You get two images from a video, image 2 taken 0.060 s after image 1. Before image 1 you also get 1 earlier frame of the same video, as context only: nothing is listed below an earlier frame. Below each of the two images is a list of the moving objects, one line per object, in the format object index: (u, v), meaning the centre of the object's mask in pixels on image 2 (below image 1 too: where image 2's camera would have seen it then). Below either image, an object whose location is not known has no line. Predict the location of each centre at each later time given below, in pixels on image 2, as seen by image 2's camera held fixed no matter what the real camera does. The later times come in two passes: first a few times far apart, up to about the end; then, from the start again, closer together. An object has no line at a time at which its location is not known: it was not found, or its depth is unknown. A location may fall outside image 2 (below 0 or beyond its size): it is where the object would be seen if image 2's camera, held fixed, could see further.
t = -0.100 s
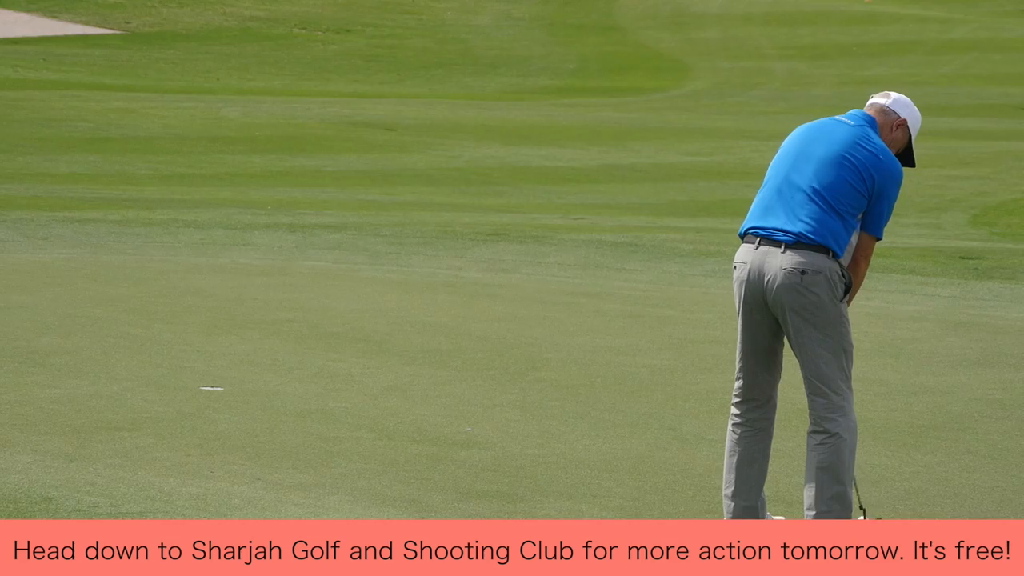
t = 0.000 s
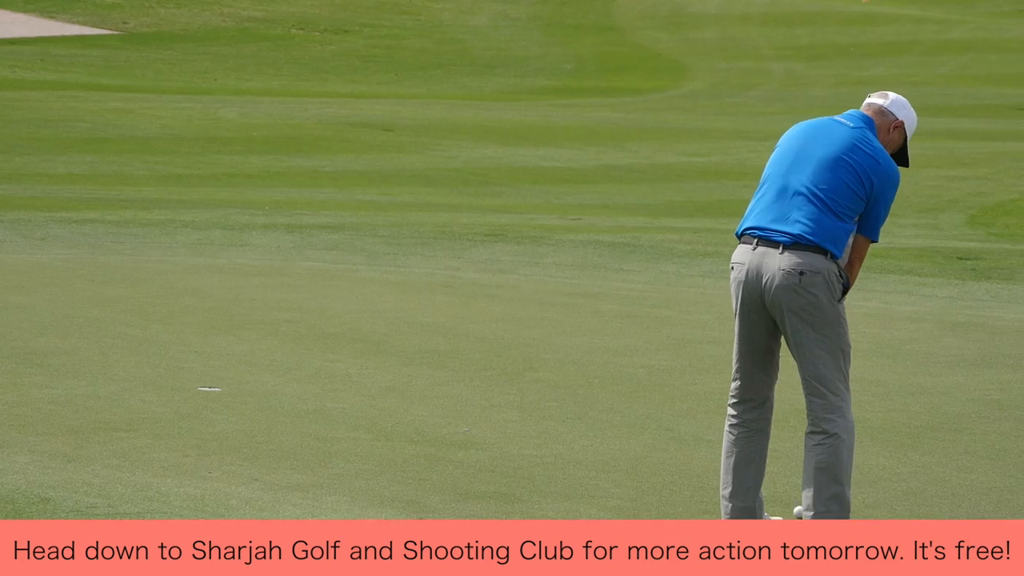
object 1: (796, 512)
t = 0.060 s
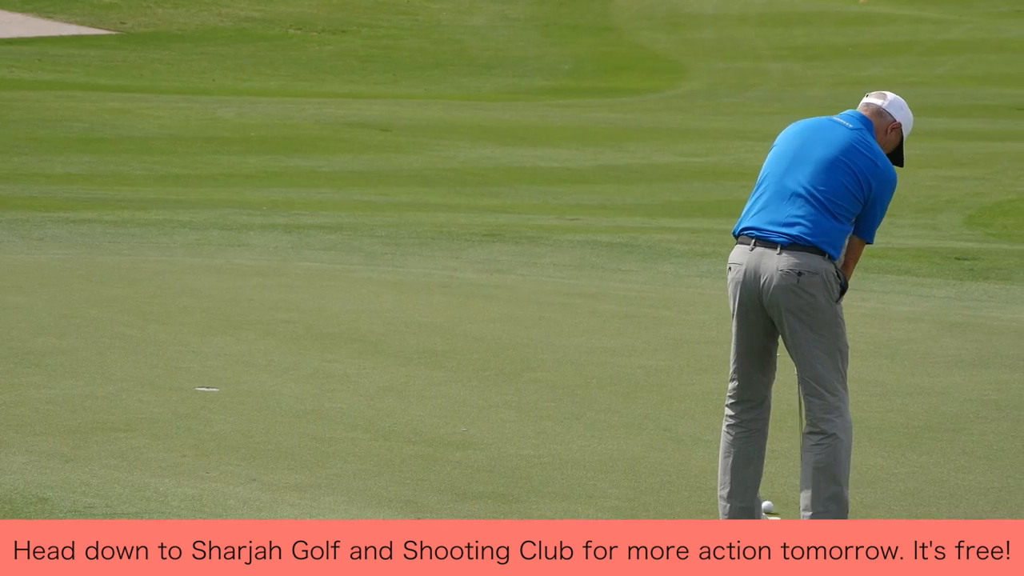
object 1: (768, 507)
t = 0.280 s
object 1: (676, 490)
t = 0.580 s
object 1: (568, 469)
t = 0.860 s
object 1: (485, 453)
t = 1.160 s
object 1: (410, 437)
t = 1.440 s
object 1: (352, 424)
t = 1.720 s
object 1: (306, 413)
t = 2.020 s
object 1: (266, 404)
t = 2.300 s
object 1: (238, 396)
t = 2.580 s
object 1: (217, 390)
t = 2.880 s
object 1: (201, 385)
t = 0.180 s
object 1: (713, 498)
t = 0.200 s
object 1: (707, 496)
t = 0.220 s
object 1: (699, 495)
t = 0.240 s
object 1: (691, 493)
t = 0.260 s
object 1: (683, 492)
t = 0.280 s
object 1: (676, 490)
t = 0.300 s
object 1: (668, 489)
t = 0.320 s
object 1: (660, 487)
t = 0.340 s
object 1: (652, 485)
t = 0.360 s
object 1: (645, 484)
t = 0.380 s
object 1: (638, 483)
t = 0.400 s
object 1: (630, 482)
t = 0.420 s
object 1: (623, 480)
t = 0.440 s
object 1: (616, 479)
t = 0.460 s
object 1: (609, 478)
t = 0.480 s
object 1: (602, 476)
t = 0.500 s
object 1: (596, 474)
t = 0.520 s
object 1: (588, 474)
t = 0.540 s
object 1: (581, 472)
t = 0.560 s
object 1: (575, 471)
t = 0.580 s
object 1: (568, 469)
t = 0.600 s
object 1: (562, 468)
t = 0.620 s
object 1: (555, 467)
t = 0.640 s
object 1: (549, 465)
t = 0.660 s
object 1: (543, 464)
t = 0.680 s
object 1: (537, 463)
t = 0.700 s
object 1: (531, 462)
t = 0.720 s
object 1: (525, 460)
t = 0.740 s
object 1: (519, 459)
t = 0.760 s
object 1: (513, 458)
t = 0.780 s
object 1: (507, 457)
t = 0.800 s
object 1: (502, 456)
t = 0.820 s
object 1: (496, 455)
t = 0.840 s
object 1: (490, 454)
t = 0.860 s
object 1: (485, 453)
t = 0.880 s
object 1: (479, 451)
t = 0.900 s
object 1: (474, 451)
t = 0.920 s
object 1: (469, 449)
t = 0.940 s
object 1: (463, 448)
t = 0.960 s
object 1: (458, 447)
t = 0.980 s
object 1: (453, 446)
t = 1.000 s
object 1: (448, 445)
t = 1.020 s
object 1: (443, 444)
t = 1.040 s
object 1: (438, 443)
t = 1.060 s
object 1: (433, 442)
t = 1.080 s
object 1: (428, 441)
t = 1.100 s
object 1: (424, 440)
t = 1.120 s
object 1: (419, 439)
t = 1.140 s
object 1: (414, 438)
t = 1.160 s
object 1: (410, 437)
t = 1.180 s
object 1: (405, 436)
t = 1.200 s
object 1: (401, 435)
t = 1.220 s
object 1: (397, 434)
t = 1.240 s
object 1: (392, 433)
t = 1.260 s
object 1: (388, 432)
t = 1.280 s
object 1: (383, 431)
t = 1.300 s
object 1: (380, 430)
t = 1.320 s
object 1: (376, 430)
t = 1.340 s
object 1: (372, 428)
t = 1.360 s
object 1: (368, 428)
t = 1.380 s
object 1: (364, 427)
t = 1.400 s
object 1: (360, 426)
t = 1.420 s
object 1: (356, 425)
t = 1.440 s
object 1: (352, 424)
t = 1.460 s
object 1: (349, 423)
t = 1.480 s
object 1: (345, 422)
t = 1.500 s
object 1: (342, 421)
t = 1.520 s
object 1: (338, 421)
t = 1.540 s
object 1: (335, 420)
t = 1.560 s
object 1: (331, 419)
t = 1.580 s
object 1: (328, 418)
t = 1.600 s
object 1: (325, 418)
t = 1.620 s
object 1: (321, 417)
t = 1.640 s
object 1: (318, 416)
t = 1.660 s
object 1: (315, 415)
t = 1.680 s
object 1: (312, 415)
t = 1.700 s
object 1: (309, 414)
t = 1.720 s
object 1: (306, 413)
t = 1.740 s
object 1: (303, 412)
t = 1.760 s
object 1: (300, 412)
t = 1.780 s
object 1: (297, 411)
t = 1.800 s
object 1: (294, 410)
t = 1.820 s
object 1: (291, 410)
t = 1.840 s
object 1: (289, 409)
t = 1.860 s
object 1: (286, 409)
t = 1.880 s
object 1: (283, 408)
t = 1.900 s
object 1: (280, 407)
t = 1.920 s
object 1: (278, 406)
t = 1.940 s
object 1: (275, 406)
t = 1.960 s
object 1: (273, 405)
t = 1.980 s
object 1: (271, 405)
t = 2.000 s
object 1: (268, 404)
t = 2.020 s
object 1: (266, 404)
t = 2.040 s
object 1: (263, 403)
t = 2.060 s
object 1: (262, 402)
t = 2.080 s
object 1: (259, 402)
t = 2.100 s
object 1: (257, 401)
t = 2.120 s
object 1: (255, 401)
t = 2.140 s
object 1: (253, 400)
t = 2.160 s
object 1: (251, 400)
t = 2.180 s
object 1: (248, 399)
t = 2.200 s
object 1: (247, 399)
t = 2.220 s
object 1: (245, 398)
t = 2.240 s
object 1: (243, 398)
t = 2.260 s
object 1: (241, 397)
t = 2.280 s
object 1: (239, 397)
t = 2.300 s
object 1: (238, 396)
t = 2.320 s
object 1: (236, 396)
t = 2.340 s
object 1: (234, 395)
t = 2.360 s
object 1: (233, 395)
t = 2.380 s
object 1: (231, 394)
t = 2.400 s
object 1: (230, 394)
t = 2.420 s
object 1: (228, 393)
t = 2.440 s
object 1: (226, 393)
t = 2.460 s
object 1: (225, 392)
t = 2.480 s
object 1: (224, 392)
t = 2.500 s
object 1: (222, 391)
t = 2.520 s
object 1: (221, 391)
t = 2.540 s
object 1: (220, 391)
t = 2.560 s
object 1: (218, 390)
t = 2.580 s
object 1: (217, 390)
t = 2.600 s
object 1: (215, 390)
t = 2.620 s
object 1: (214, 389)
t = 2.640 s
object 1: (213, 389)
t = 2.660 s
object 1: (212, 388)
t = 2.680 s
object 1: (211, 388)
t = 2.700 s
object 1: (210, 388)
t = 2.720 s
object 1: (208, 387)
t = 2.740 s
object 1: (207, 387)
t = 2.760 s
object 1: (206, 387)
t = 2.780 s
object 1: (205, 386)
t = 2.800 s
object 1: (204, 386)
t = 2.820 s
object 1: (203, 386)
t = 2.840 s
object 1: (202, 385)
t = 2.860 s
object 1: (202, 385)
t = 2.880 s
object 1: (201, 385)
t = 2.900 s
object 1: (200, 384)
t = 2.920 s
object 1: (199, 385)
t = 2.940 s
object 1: (199, 385)
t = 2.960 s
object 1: (199, 385)
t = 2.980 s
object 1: (199, 386)
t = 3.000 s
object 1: (199, 387)
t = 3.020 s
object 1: (198, 388)
